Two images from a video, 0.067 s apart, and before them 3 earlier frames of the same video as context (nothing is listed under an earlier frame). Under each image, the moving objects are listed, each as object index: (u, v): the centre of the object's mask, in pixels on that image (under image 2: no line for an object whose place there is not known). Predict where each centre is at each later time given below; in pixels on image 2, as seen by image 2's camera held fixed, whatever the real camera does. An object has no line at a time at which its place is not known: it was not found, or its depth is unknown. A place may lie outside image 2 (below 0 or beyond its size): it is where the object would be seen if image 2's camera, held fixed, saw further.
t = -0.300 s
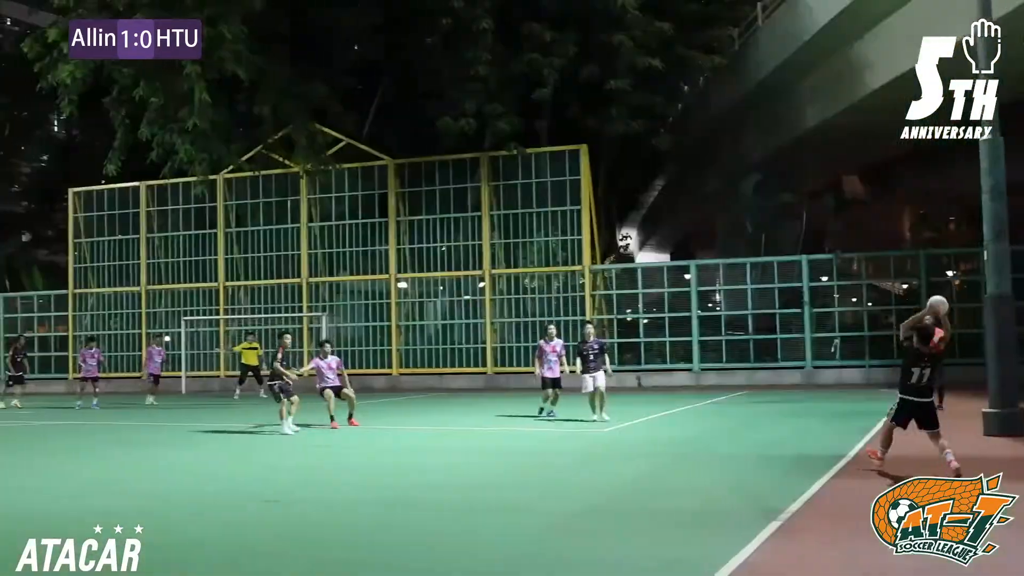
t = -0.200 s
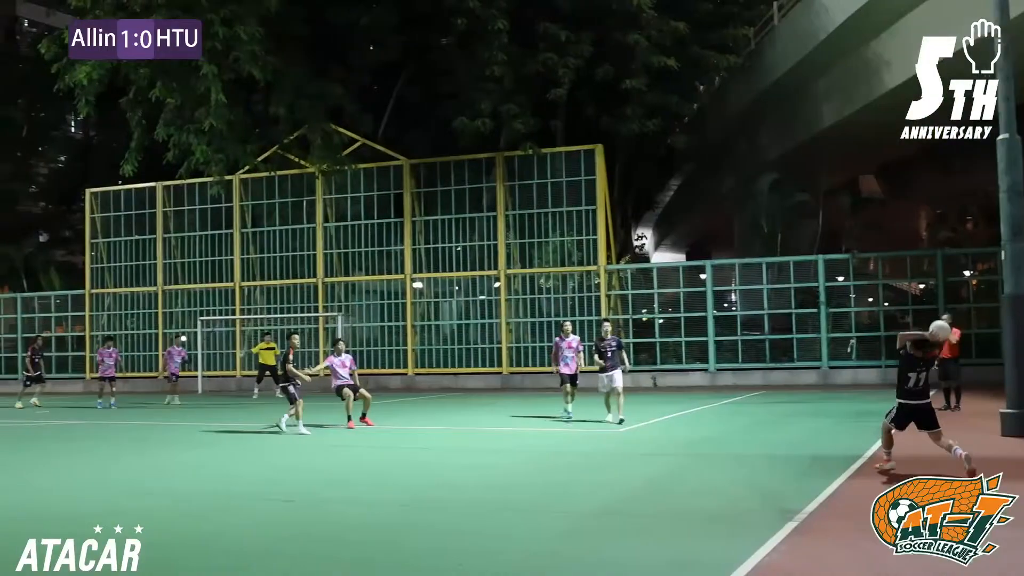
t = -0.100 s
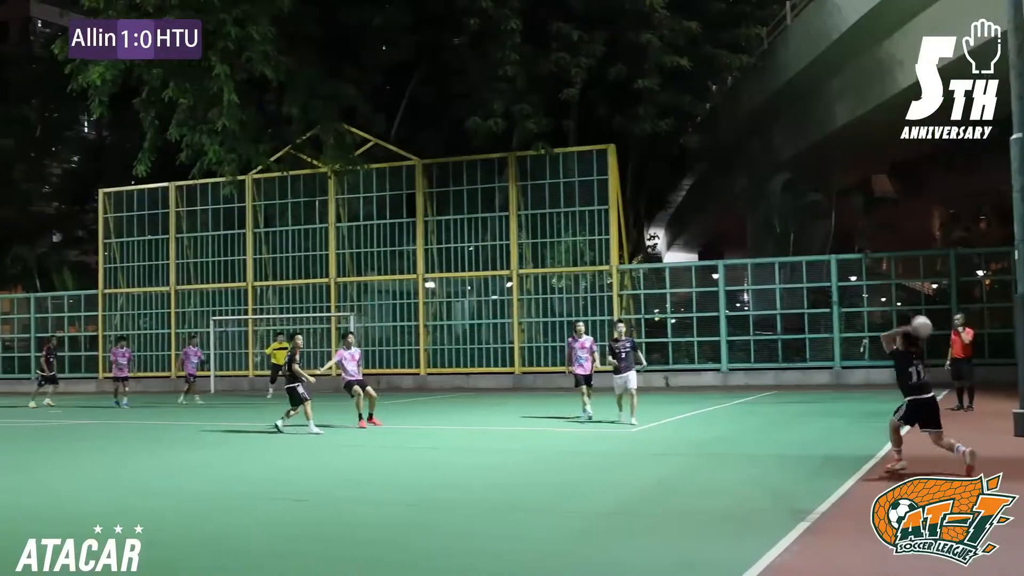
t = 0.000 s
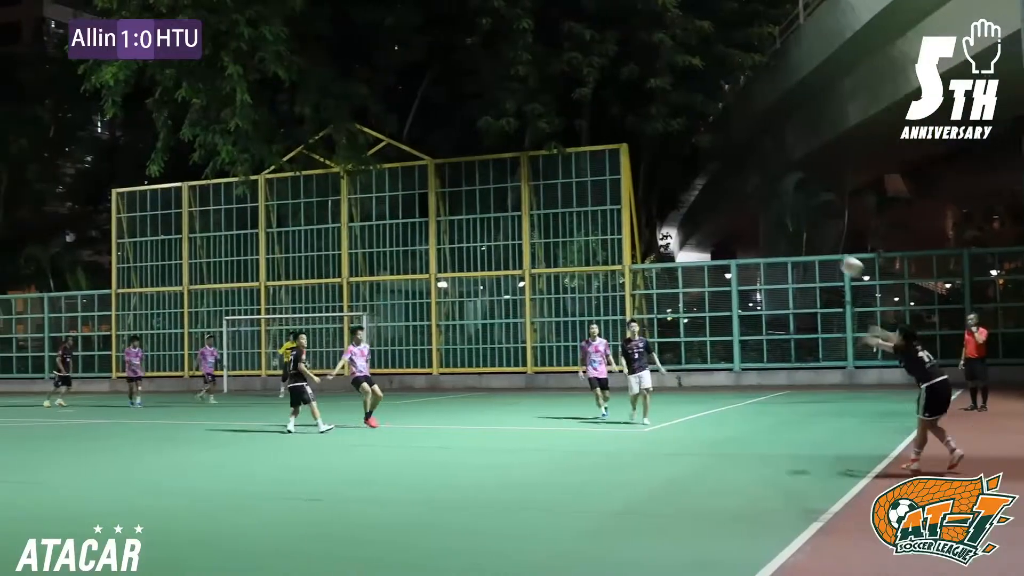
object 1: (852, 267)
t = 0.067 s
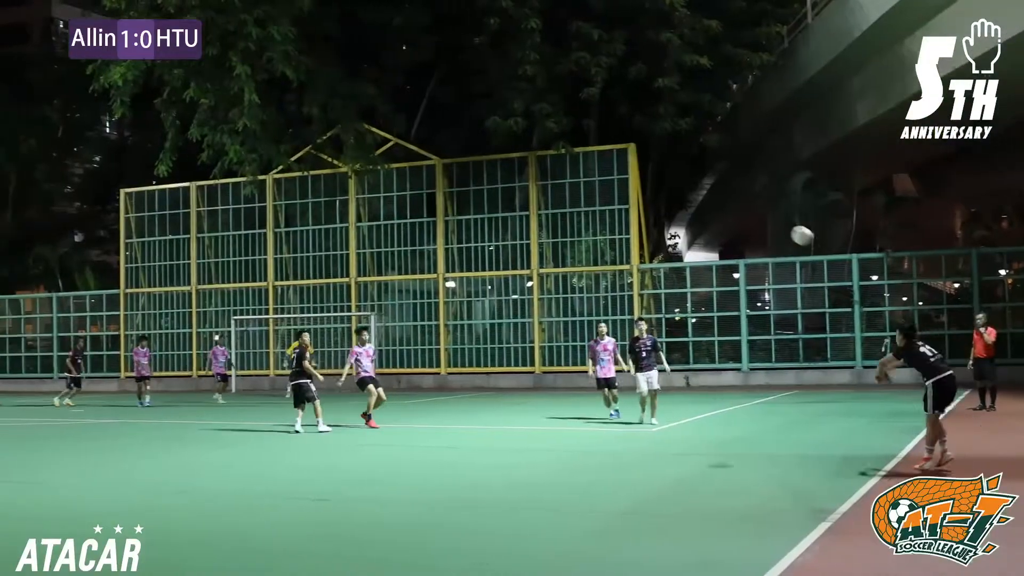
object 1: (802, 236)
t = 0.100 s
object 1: (775, 223)
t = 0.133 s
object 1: (749, 211)
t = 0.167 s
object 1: (725, 201)
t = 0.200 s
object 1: (702, 193)
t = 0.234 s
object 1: (680, 186)
